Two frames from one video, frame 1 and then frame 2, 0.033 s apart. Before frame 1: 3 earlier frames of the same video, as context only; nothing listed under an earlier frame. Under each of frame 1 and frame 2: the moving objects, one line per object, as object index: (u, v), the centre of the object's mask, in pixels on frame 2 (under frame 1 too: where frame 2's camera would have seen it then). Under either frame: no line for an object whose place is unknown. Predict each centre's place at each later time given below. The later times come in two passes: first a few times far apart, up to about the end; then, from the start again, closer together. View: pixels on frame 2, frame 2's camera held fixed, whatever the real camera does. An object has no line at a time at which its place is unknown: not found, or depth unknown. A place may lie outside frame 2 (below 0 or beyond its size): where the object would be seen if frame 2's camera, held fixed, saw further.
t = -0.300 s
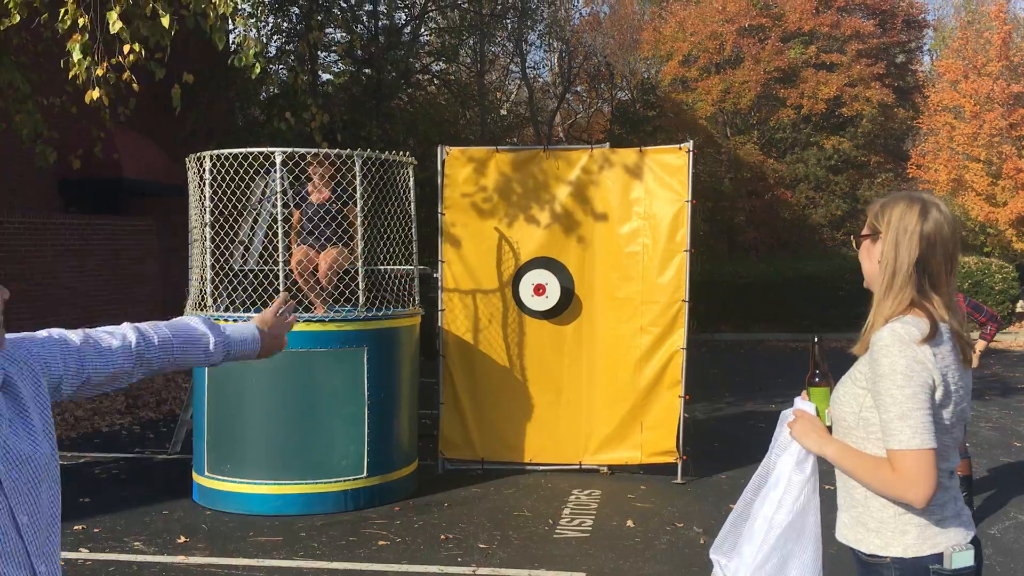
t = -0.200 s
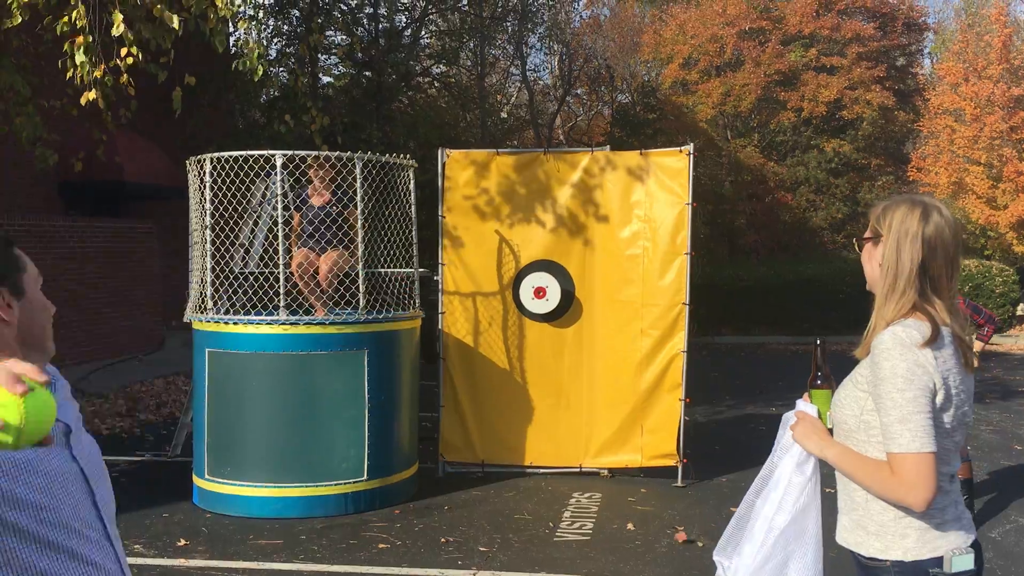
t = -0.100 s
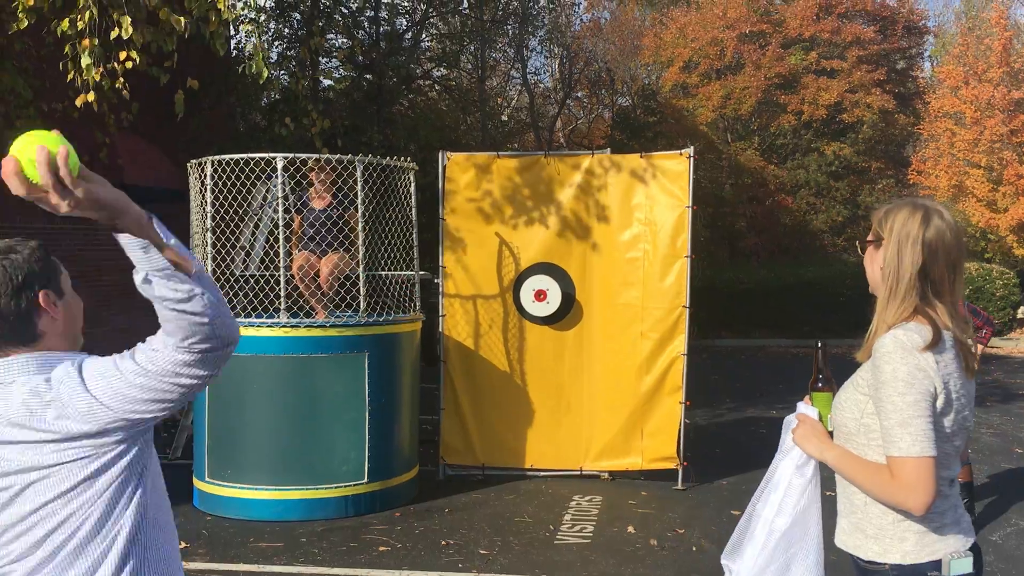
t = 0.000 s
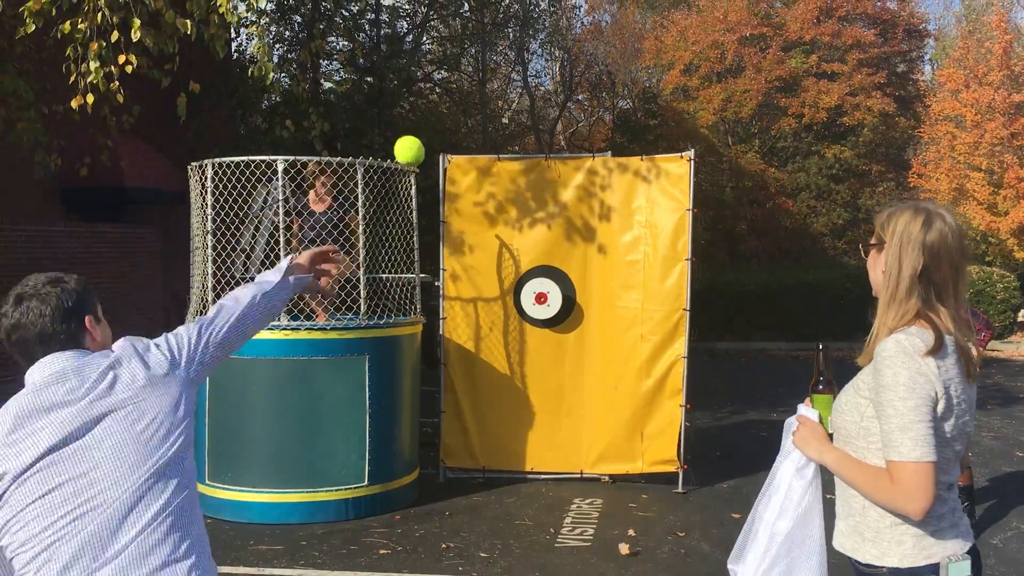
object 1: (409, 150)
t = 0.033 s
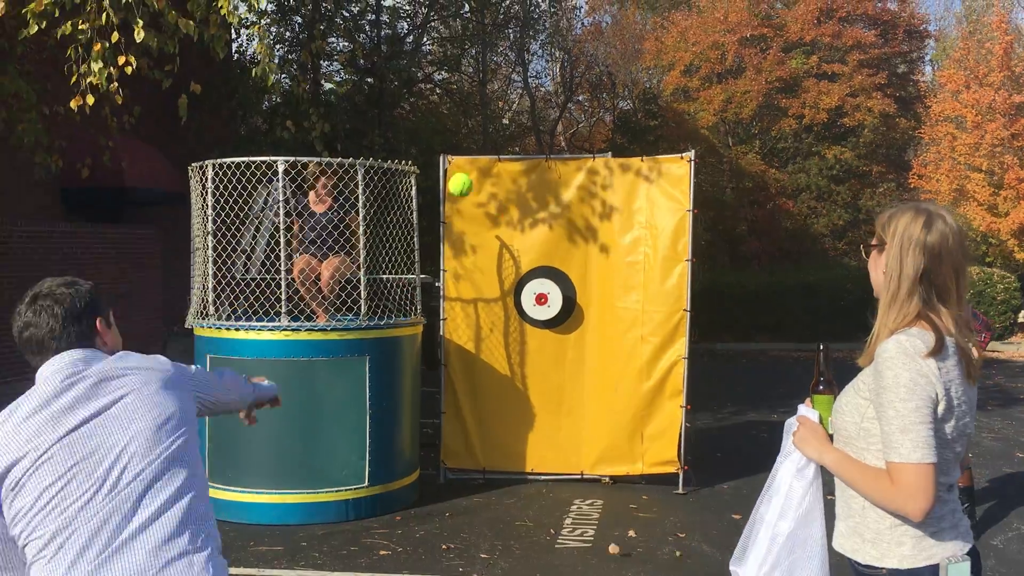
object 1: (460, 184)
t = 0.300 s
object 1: (580, 291)
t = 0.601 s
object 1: (640, 437)
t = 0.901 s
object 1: (681, 454)
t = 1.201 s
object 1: (720, 507)
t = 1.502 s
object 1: (764, 541)
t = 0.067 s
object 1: (494, 208)
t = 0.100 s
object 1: (519, 227)
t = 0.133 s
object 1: (536, 242)
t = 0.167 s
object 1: (551, 256)
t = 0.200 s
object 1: (562, 268)
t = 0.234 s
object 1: (570, 278)
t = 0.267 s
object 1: (575, 284)
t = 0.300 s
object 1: (580, 291)
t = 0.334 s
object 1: (586, 300)
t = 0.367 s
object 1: (593, 310)
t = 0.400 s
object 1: (599, 322)
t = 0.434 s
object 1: (605, 337)
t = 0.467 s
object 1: (612, 353)
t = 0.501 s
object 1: (619, 371)
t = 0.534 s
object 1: (626, 390)
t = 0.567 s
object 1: (633, 412)
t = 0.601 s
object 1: (640, 437)
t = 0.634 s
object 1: (647, 463)
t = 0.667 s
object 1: (655, 492)
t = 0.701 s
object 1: (660, 499)
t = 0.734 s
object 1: (663, 488)
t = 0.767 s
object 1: (666, 478)
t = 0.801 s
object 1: (670, 469)
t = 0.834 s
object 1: (673, 463)
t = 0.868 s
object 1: (677, 458)
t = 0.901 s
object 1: (681, 454)
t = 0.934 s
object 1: (684, 452)
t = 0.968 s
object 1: (689, 452)
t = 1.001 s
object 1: (693, 454)
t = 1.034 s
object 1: (697, 458)
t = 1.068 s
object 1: (701, 464)
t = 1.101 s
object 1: (706, 472)
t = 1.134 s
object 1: (710, 481)
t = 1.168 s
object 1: (714, 493)
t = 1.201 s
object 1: (720, 507)
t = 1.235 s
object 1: (725, 524)
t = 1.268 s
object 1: (730, 543)
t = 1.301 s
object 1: (735, 541)
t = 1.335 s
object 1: (739, 536)
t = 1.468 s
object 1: (759, 536)
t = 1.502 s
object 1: (764, 541)
